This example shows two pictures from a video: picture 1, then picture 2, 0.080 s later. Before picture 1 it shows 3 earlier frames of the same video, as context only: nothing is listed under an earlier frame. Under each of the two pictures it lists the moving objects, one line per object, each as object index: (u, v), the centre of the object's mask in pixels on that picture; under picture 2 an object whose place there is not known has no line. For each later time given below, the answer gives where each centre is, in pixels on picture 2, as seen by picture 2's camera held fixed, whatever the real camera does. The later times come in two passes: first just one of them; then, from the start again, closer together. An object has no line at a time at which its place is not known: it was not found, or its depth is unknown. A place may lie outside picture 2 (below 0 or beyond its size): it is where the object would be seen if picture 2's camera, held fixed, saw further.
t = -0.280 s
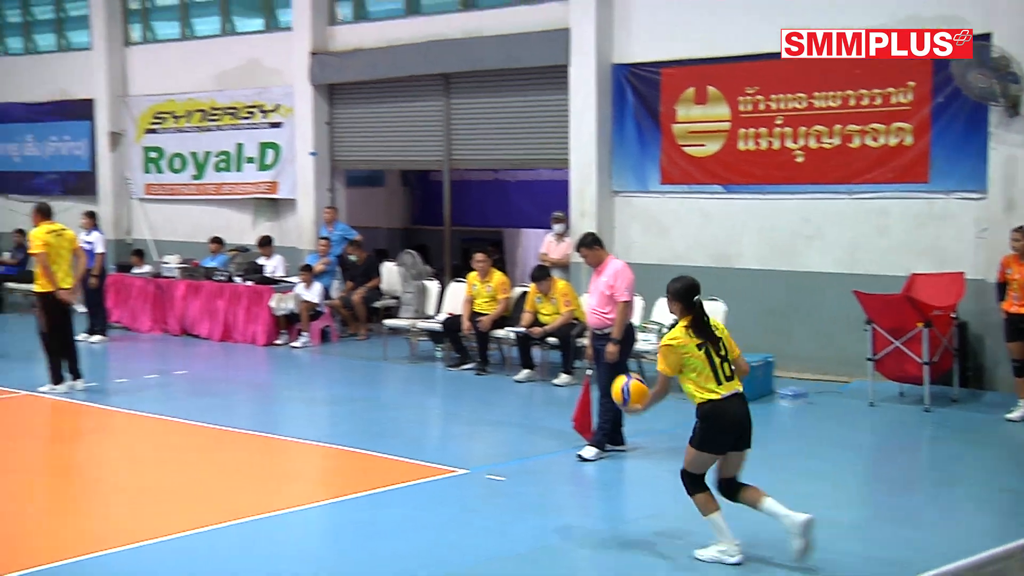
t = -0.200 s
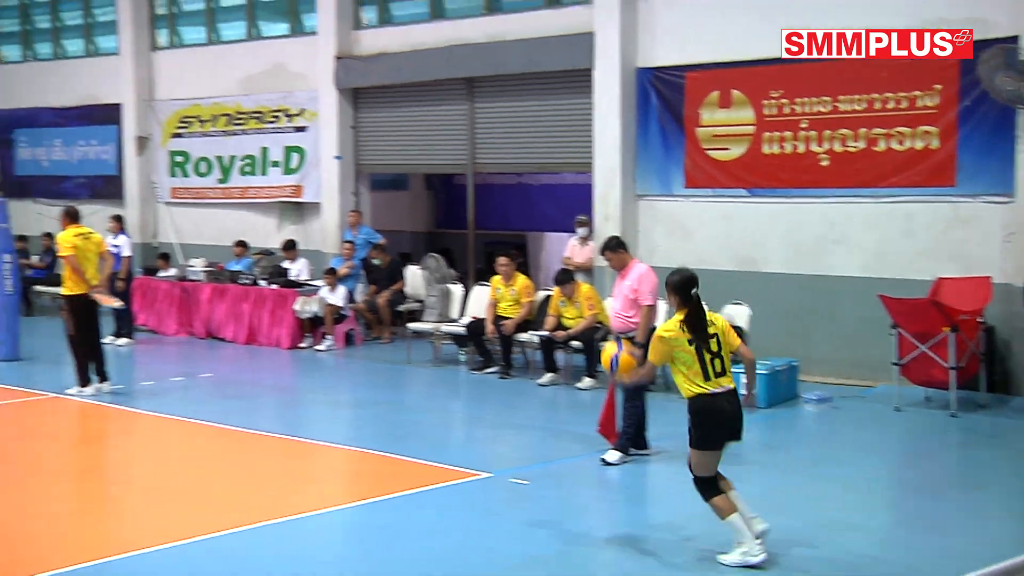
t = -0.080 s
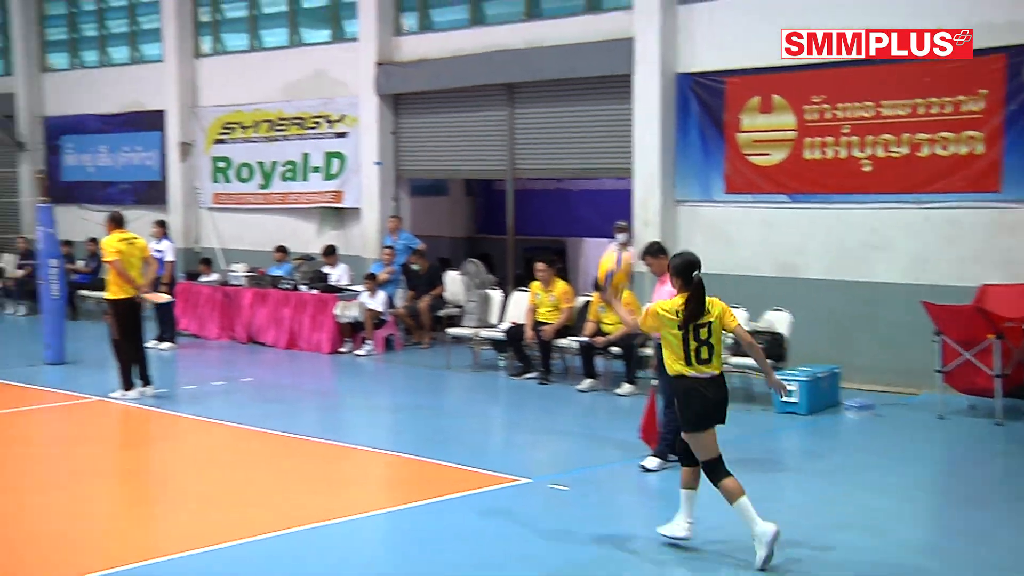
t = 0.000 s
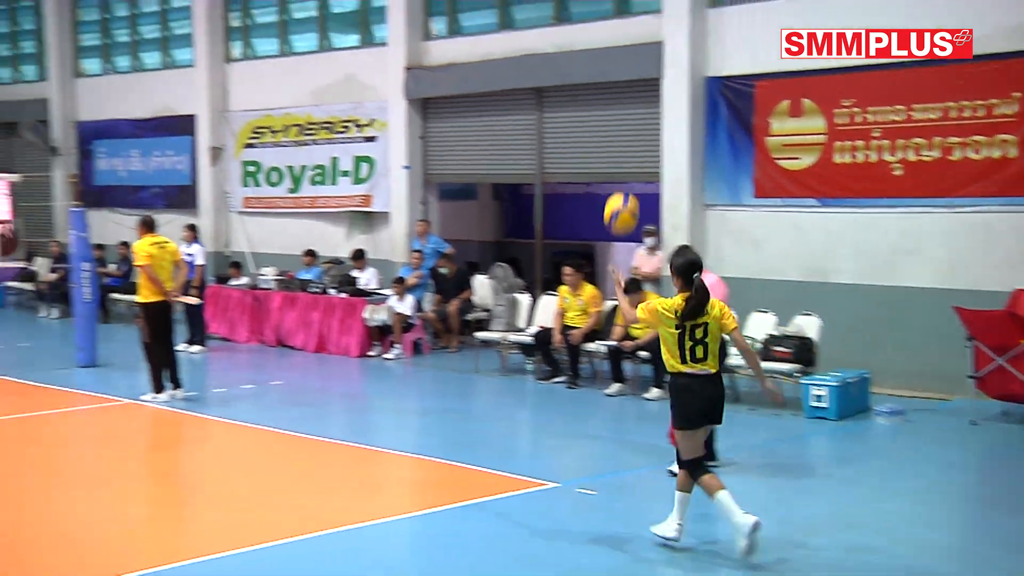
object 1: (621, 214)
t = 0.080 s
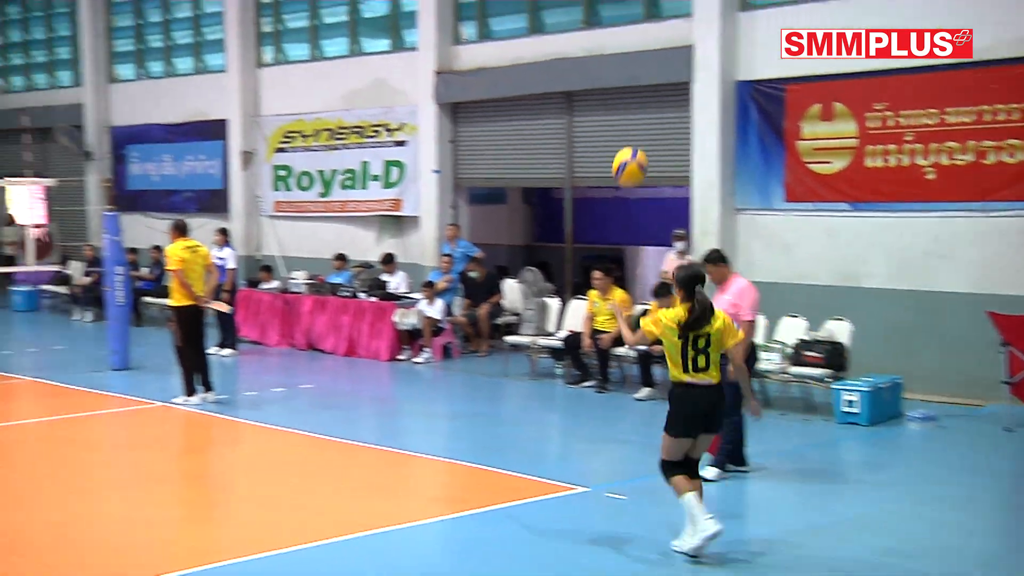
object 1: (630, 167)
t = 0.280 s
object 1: (575, 90)
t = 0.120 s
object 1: (619, 145)
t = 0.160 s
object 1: (608, 127)
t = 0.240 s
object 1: (586, 100)
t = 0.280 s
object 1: (575, 90)
